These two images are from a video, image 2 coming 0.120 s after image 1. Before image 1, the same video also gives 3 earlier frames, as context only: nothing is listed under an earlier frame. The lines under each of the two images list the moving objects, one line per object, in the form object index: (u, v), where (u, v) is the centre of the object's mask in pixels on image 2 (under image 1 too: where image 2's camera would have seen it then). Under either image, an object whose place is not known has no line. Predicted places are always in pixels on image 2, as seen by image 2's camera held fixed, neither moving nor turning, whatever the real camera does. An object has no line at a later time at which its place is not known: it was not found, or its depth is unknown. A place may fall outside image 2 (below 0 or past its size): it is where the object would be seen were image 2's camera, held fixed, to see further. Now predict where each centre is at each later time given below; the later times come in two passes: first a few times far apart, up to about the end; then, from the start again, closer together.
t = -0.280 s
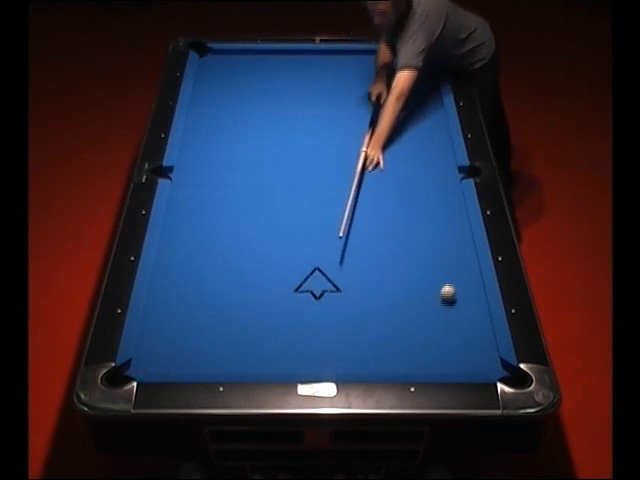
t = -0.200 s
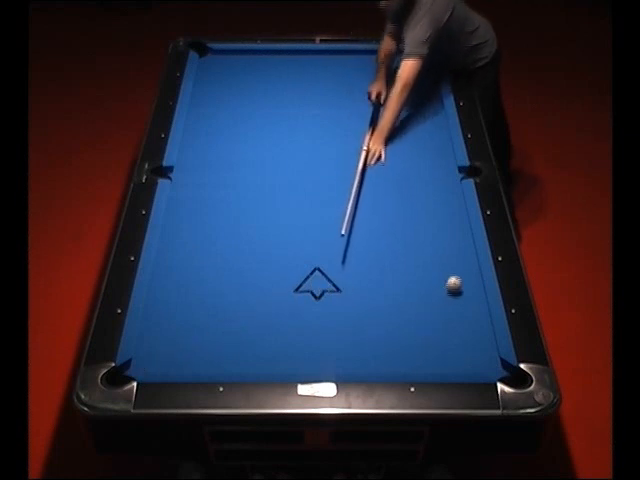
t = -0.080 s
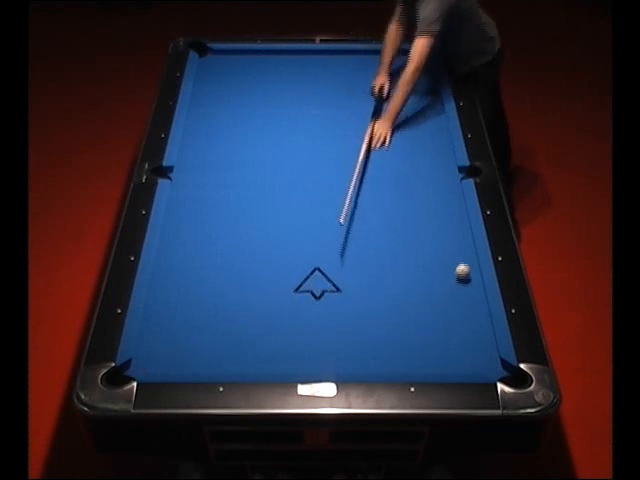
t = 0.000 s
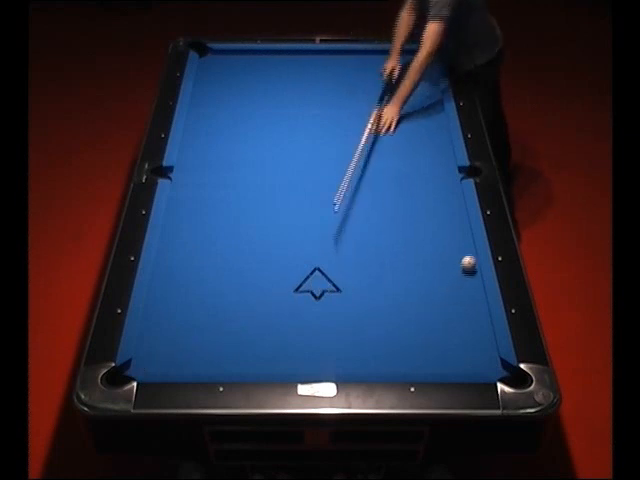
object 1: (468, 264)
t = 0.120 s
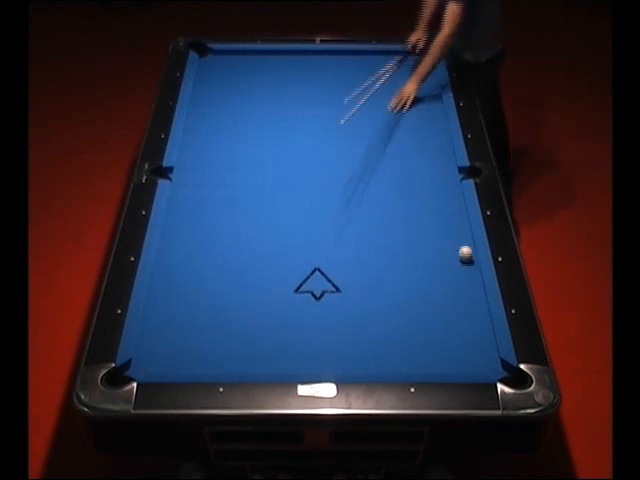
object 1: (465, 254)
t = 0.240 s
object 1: (458, 245)
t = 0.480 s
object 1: (444, 227)
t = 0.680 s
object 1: (433, 213)
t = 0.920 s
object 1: (421, 198)
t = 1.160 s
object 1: (410, 184)
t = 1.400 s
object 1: (400, 171)
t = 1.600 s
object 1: (392, 162)
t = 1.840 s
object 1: (383, 151)
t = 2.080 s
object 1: (375, 141)
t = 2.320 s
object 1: (367, 131)
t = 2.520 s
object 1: (361, 124)
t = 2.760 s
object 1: (355, 116)
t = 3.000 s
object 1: (349, 109)
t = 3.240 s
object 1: (343, 103)
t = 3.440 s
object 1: (339, 97)
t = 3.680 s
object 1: (334, 92)
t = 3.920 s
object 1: (330, 87)
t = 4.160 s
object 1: (326, 82)
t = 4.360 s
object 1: (323, 78)
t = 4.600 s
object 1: (320, 75)
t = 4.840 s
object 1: (317, 71)
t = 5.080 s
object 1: (314, 68)
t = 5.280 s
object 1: (312, 66)
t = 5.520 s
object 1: (310, 64)
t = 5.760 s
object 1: (309, 62)
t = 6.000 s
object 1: (308, 61)
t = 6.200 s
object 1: (307, 60)
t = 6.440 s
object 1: (307, 59)
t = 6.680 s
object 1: (306, 58)
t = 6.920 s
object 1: (306, 58)
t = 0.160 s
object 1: (463, 251)
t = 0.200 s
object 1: (460, 248)
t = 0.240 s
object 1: (458, 245)
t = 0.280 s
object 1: (456, 241)
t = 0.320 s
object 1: (453, 238)
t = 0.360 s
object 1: (450, 235)
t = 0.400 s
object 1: (448, 232)
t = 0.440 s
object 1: (446, 230)
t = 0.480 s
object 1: (444, 227)
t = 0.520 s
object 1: (442, 224)
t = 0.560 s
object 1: (439, 221)
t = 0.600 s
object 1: (437, 218)
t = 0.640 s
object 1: (435, 216)
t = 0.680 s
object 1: (433, 213)
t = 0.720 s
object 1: (431, 211)
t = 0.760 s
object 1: (429, 208)
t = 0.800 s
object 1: (427, 206)
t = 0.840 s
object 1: (425, 203)
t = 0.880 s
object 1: (423, 200)
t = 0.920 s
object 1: (421, 198)
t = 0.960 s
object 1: (419, 196)
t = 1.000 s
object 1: (417, 193)
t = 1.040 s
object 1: (415, 191)
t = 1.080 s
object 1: (413, 189)
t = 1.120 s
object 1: (412, 186)
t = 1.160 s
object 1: (410, 184)
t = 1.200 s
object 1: (408, 182)
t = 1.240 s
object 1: (407, 180)
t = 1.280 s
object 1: (405, 178)
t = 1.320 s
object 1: (403, 175)
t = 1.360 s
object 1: (401, 173)
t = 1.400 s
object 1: (400, 171)
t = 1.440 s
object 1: (398, 169)
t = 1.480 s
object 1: (396, 167)
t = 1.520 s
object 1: (395, 165)
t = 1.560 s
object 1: (393, 163)
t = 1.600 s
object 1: (392, 162)
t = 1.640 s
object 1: (390, 160)
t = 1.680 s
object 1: (389, 158)
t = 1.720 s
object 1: (387, 156)
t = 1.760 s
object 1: (386, 154)
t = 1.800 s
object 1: (384, 153)
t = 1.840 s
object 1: (383, 151)
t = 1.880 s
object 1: (382, 149)
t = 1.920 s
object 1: (380, 147)
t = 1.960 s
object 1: (379, 146)
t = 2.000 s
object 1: (377, 144)
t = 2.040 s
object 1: (376, 142)
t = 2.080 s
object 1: (375, 141)
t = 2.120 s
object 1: (374, 139)
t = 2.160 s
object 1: (372, 138)
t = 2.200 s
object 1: (371, 136)
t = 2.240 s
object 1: (370, 134)
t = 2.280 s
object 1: (369, 133)
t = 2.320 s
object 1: (367, 131)
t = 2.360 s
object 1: (366, 130)
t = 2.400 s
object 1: (365, 129)
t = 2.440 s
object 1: (364, 127)
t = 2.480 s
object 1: (362, 126)
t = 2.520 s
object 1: (361, 124)
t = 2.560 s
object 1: (360, 123)
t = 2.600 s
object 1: (359, 122)
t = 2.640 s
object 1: (358, 120)
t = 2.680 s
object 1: (357, 119)
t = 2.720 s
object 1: (356, 118)
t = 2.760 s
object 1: (355, 116)
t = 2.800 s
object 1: (354, 115)
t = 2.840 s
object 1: (353, 114)
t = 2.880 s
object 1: (352, 113)
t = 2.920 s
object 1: (351, 112)
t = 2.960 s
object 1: (350, 110)
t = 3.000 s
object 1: (349, 109)
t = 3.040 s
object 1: (348, 108)
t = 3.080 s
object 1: (347, 107)
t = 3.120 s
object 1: (346, 106)
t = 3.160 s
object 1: (345, 105)
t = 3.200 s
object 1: (344, 104)
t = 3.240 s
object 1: (343, 103)
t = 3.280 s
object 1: (342, 102)
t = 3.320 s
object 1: (341, 100)
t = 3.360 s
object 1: (340, 99)
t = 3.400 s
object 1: (340, 98)
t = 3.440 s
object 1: (339, 97)
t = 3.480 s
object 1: (338, 96)
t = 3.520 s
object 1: (337, 95)
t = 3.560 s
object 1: (336, 94)
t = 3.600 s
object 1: (336, 94)
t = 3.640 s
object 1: (335, 93)
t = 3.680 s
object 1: (334, 92)
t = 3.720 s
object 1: (333, 91)
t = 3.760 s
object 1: (333, 90)
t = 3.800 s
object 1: (332, 89)
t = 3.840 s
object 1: (331, 88)
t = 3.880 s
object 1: (330, 87)
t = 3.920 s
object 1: (330, 87)
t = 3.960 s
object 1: (329, 86)
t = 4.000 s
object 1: (328, 85)
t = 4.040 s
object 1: (327, 84)
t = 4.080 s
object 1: (327, 83)
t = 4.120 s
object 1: (326, 83)
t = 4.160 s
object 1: (326, 82)
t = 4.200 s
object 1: (325, 81)
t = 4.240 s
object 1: (325, 81)
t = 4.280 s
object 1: (324, 80)
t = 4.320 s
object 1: (323, 79)
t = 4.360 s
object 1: (323, 78)
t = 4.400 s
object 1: (322, 78)
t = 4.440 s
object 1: (321, 77)
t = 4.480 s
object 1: (321, 77)
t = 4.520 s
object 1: (321, 76)
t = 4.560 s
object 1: (320, 76)
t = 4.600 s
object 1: (320, 75)
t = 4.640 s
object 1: (319, 74)
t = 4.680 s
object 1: (319, 73)
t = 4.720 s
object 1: (318, 73)
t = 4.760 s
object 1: (318, 72)
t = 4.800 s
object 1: (317, 72)
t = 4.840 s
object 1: (317, 71)
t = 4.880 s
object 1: (316, 71)
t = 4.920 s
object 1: (316, 70)
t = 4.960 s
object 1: (315, 70)
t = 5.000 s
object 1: (315, 69)
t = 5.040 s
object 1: (315, 69)
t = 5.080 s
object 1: (314, 68)
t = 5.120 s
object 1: (314, 68)
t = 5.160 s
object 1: (313, 67)
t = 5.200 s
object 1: (313, 67)
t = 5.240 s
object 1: (313, 67)
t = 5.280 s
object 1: (312, 66)
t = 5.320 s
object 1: (312, 66)
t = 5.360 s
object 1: (312, 66)
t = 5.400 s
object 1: (311, 65)
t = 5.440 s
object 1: (311, 65)
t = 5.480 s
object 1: (310, 64)
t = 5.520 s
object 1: (310, 64)
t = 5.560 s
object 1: (310, 64)
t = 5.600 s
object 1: (309, 63)
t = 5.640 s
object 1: (309, 63)
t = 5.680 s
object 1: (309, 63)
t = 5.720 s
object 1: (309, 63)
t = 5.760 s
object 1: (309, 62)
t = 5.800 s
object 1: (309, 62)
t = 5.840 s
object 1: (309, 62)
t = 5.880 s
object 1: (308, 61)
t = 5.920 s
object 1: (308, 61)
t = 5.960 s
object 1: (308, 61)
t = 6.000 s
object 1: (308, 61)
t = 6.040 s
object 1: (307, 60)
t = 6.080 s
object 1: (307, 60)
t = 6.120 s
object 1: (307, 60)
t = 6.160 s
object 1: (307, 60)
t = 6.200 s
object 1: (307, 60)
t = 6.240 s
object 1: (307, 59)
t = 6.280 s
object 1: (307, 60)
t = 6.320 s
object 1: (307, 59)
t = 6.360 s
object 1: (307, 59)
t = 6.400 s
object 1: (307, 59)
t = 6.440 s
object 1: (307, 59)
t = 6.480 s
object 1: (307, 59)
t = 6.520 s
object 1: (306, 59)
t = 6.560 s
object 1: (307, 59)
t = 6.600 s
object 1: (307, 58)
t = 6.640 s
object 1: (307, 58)
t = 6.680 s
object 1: (306, 58)
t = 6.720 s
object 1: (306, 58)
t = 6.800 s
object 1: (306, 58)
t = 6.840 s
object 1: (306, 58)
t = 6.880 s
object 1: (306, 58)
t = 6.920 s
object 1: (306, 58)
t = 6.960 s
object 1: (306, 58)
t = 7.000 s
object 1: (306, 58)
